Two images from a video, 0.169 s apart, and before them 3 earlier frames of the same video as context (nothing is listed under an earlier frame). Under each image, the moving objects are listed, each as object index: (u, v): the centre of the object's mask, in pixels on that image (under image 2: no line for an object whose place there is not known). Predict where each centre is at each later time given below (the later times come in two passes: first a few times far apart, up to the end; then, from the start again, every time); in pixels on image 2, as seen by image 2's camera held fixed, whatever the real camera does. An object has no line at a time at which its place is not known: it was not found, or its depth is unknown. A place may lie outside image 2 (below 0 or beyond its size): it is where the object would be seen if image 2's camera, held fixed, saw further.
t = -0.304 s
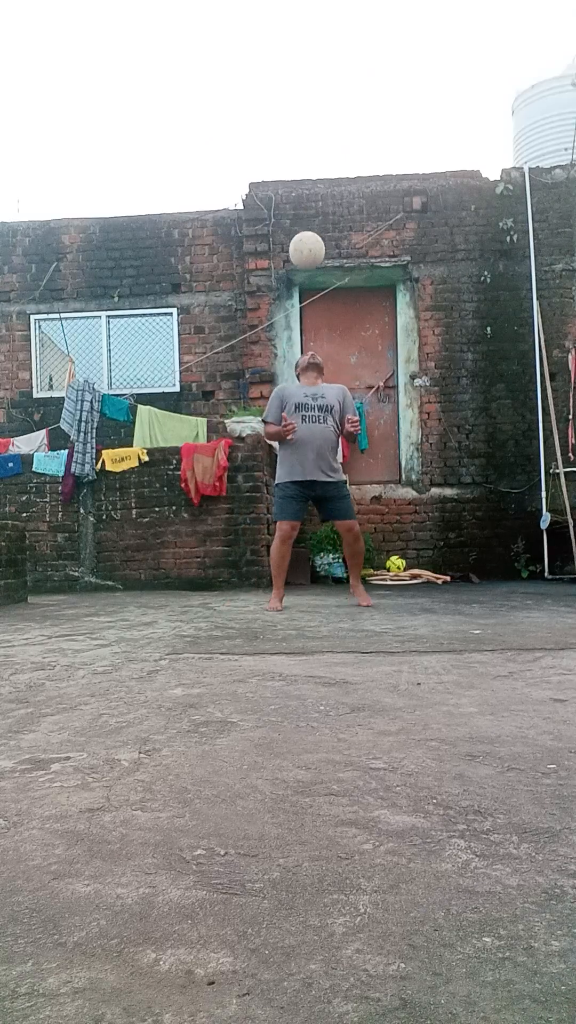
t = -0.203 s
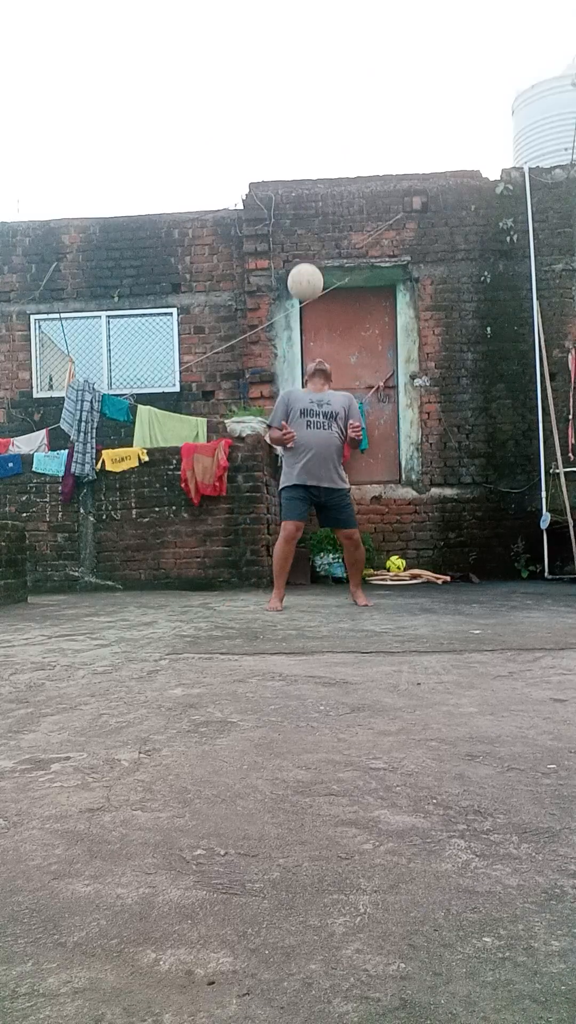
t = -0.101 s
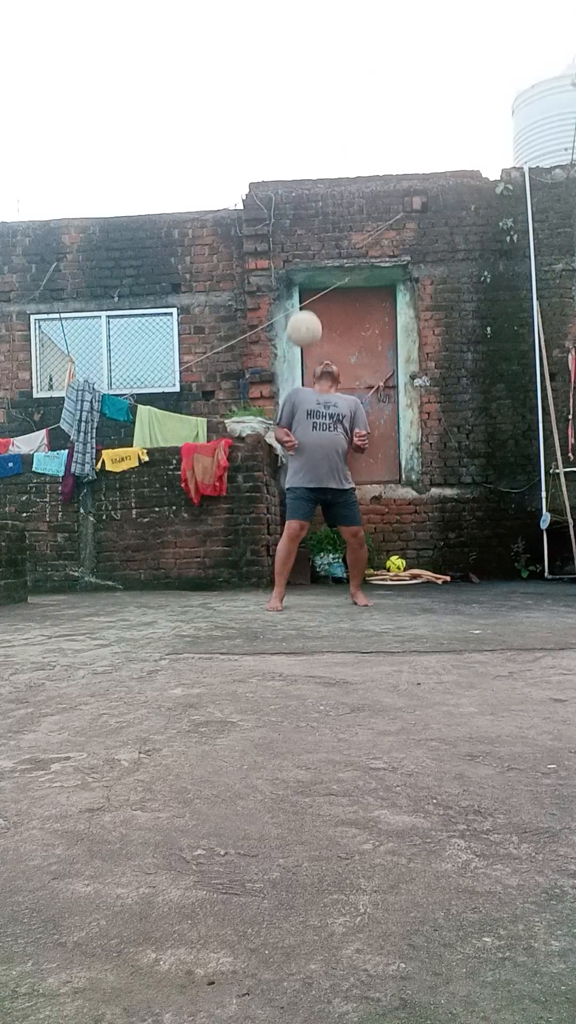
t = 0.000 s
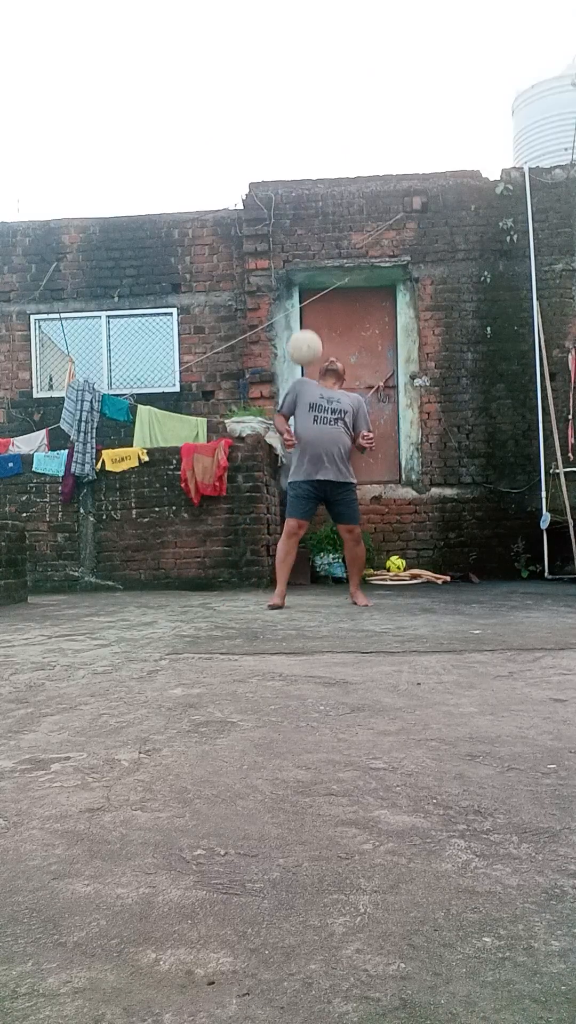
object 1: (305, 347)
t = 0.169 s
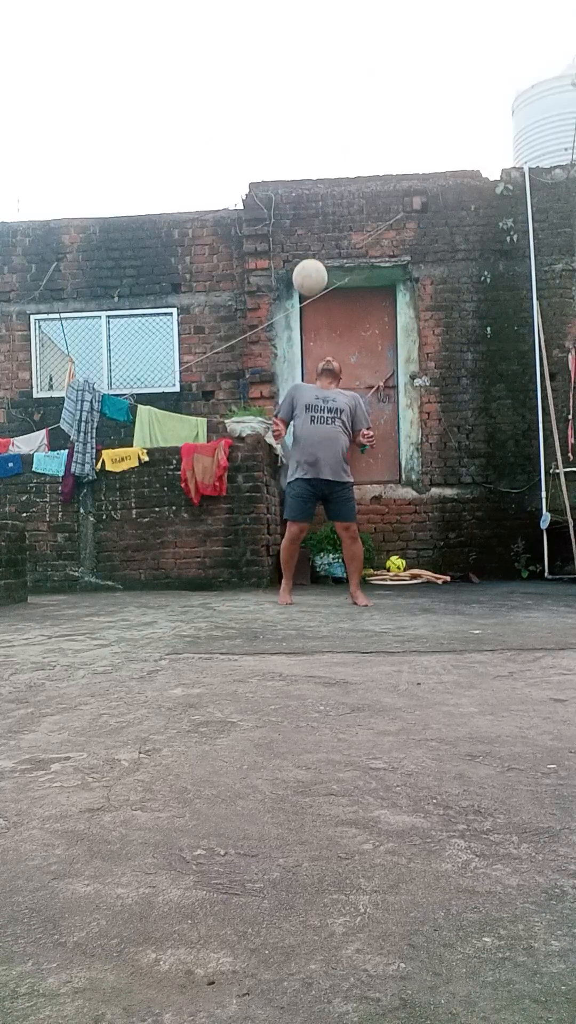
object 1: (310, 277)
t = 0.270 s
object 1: (313, 256)
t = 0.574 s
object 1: (326, 286)
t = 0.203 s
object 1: (311, 269)
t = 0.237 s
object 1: (312, 262)
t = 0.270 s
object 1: (313, 256)
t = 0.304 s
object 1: (314, 253)
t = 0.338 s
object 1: (316, 251)
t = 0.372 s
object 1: (317, 252)
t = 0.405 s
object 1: (318, 253)
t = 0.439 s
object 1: (320, 256)
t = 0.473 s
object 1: (321, 261)
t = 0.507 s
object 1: (323, 268)
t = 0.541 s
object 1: (324, 276)
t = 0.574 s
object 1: (326, 286)
